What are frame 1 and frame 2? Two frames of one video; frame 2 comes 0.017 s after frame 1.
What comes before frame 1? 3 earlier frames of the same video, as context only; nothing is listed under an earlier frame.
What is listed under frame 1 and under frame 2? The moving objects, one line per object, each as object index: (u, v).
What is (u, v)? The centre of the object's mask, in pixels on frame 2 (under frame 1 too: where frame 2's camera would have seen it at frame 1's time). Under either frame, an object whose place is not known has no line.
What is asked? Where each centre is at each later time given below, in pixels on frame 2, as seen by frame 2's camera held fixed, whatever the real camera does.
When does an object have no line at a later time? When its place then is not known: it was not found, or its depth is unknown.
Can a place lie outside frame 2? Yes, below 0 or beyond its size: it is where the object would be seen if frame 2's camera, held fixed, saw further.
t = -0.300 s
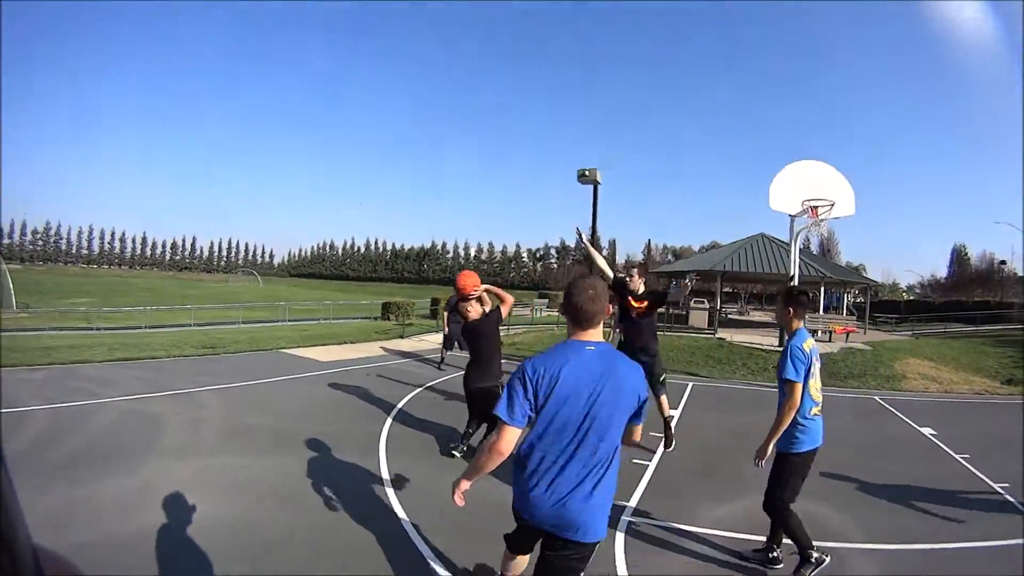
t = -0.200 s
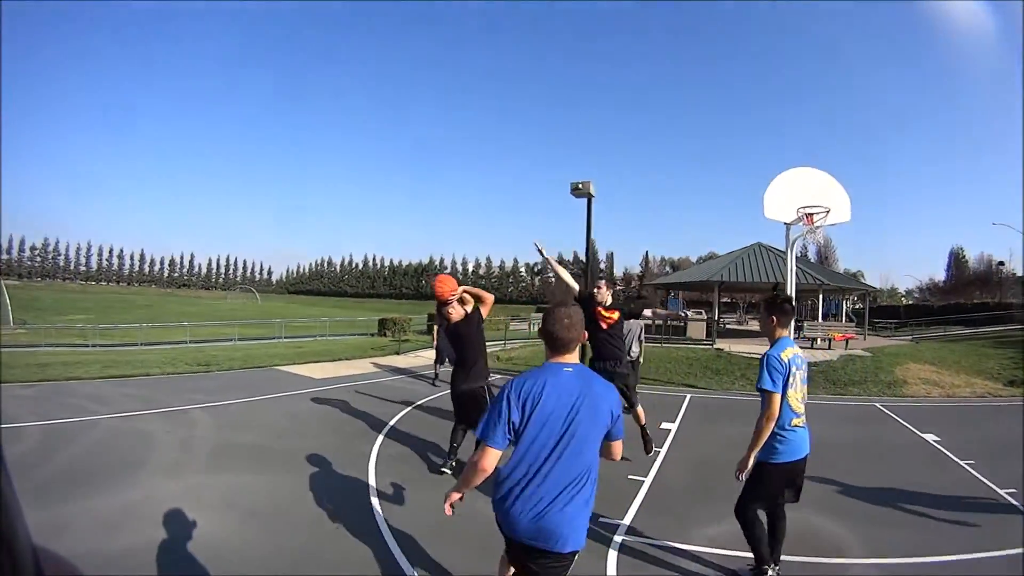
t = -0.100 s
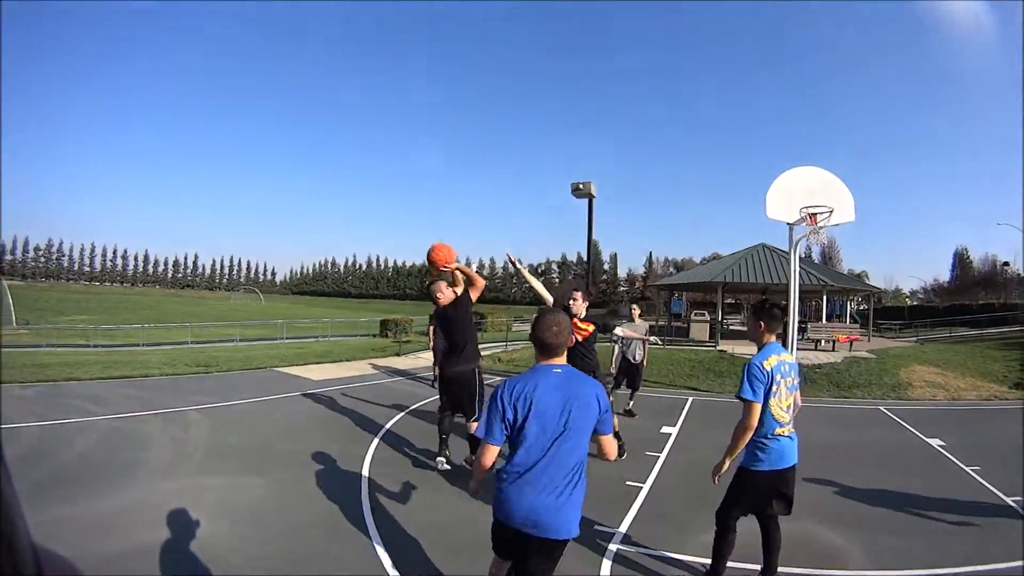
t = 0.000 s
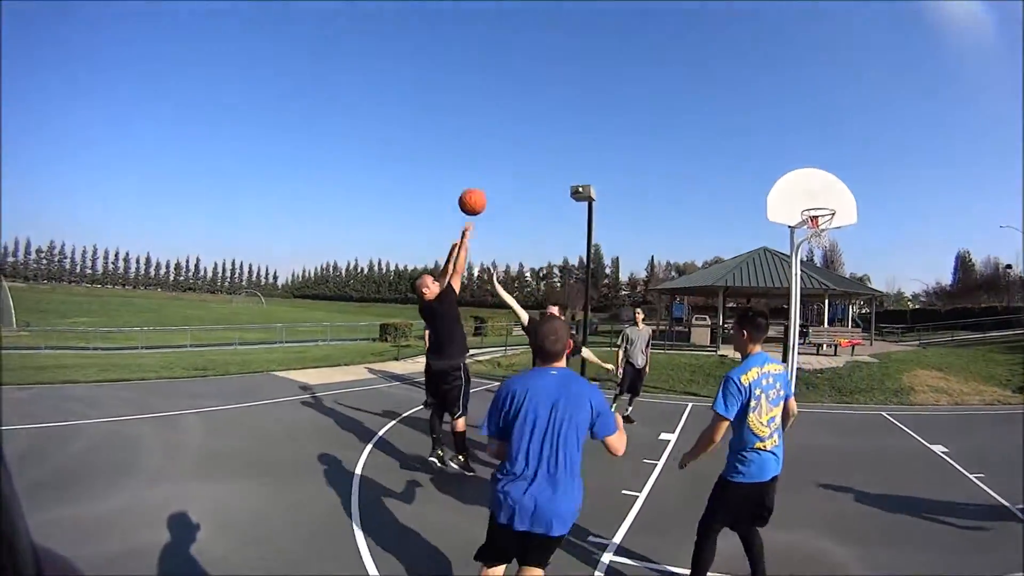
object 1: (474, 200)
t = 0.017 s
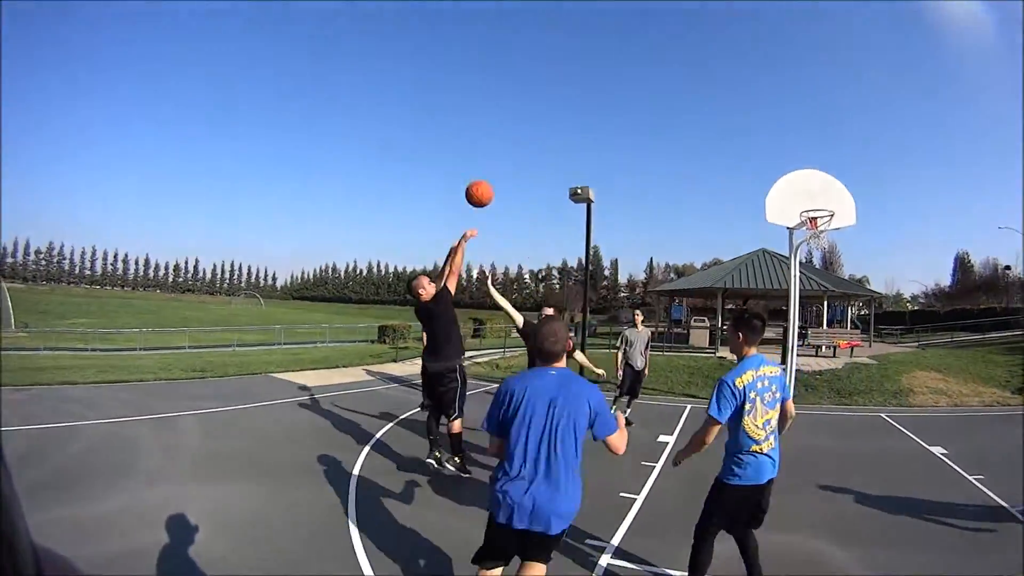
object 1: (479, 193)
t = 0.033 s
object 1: (484, 188)
